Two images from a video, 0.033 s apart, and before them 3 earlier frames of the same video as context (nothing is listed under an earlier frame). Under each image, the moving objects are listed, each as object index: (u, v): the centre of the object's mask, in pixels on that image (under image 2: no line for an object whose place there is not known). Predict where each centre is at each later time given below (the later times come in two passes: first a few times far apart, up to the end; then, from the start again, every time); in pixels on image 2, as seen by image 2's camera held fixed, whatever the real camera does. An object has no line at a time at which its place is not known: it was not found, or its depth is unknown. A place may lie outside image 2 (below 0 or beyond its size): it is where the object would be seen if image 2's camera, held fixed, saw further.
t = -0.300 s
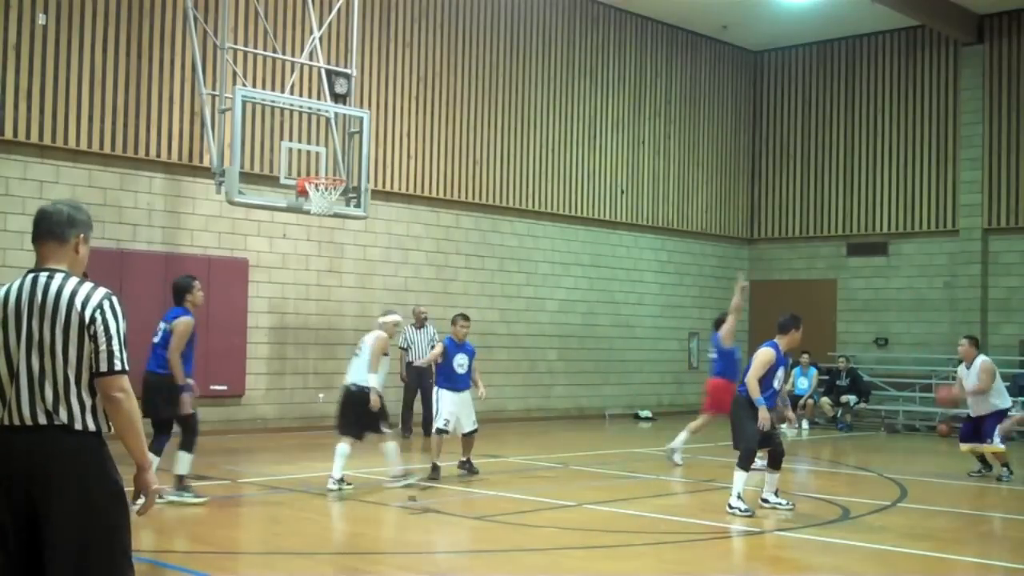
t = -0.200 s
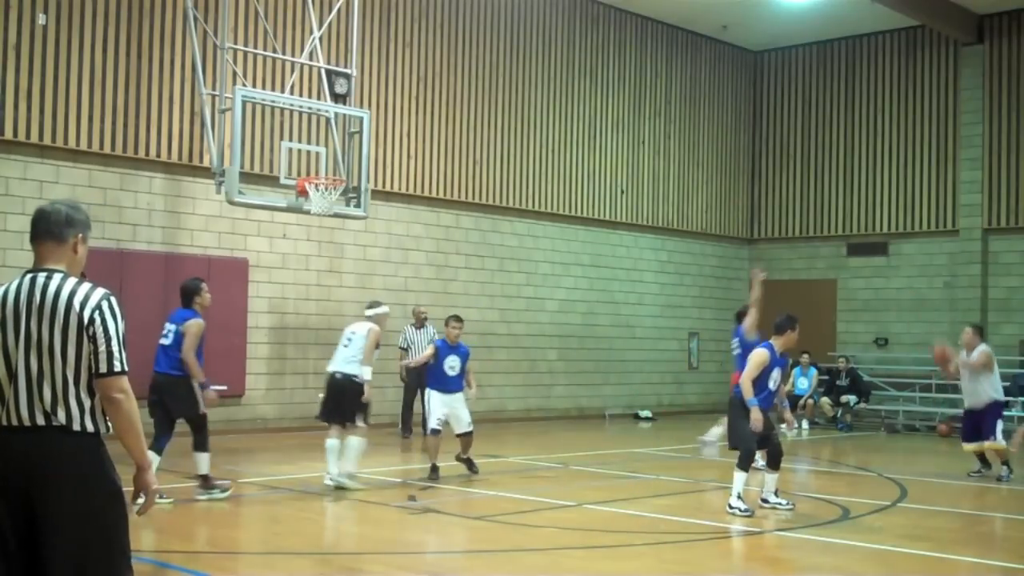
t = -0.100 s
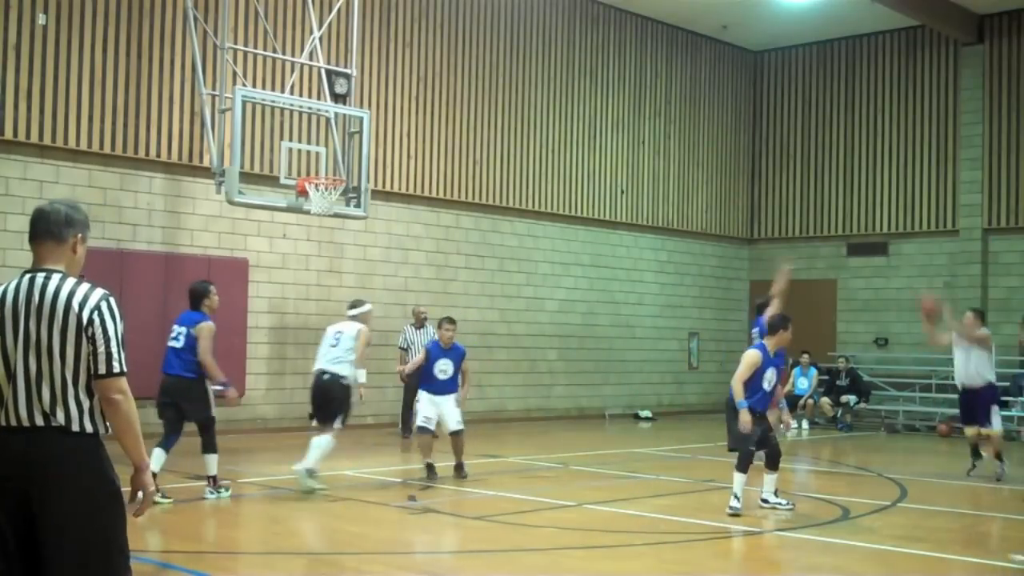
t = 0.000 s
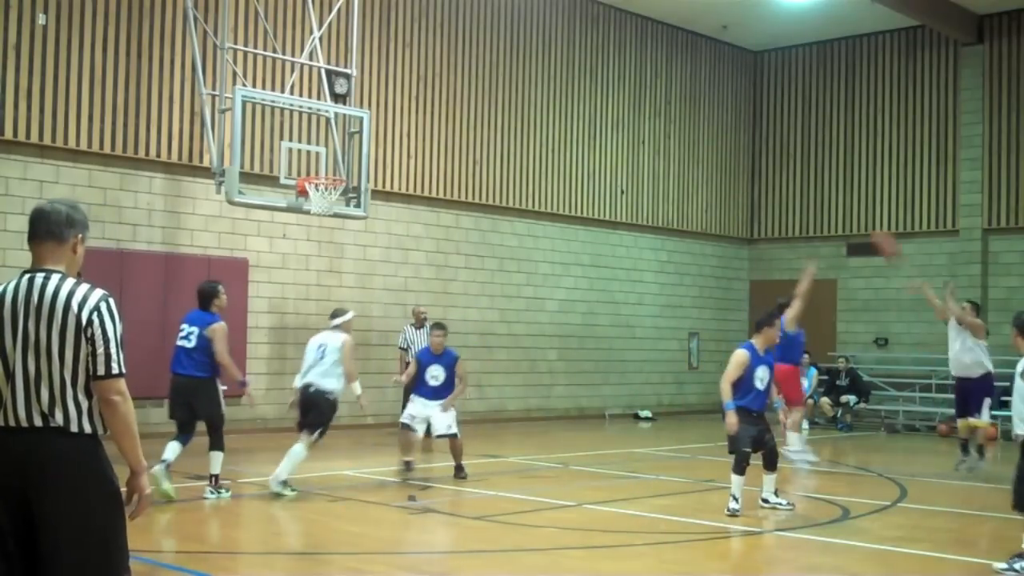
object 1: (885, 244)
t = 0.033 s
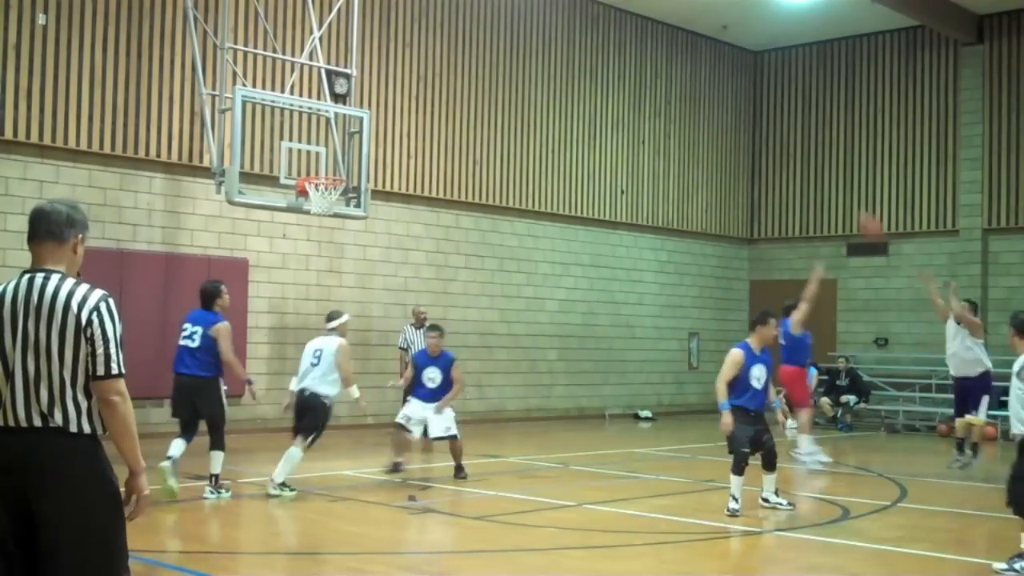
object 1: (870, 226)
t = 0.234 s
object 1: (772, 129)
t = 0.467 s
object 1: (663, 65)
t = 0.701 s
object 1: (556, 49)
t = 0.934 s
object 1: (451, 79)
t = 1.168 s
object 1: (347, 158)
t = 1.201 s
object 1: (332, 172)
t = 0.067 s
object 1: (854, 207)
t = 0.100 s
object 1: (838, 191)
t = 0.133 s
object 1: (821, 173)
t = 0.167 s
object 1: (804, 157)
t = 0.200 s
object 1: (788, 142)
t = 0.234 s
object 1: (772, 129)
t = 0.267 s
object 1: (756, 117)
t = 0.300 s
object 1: (741, 106)
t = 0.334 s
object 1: (726, 96)
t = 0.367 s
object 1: (711, 87)
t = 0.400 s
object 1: (693, 78)
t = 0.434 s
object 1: (679, 71)
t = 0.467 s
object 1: (663, 65)
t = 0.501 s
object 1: (648, 60)
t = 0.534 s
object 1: (632, 55)
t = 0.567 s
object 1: (615, 52)
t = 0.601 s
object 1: (601, 50)
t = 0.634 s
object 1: (587, 49)
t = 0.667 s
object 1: (571, 48)
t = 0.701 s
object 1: (556, 49)
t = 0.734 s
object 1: (541, 50)
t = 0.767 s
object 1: (526, 52)
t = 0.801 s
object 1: (511, 55)
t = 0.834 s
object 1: (496, 60)
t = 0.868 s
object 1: (481, 65)
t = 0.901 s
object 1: (465, 72)
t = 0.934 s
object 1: (451, 79)
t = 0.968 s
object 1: (436, 88)
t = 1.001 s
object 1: (421, 96)
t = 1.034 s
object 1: (407, 107)
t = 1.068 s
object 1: (391, 118)
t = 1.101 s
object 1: (378, 130)
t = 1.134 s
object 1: (360, 143)
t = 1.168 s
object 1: (347, 158)
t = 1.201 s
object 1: (332, 172)
